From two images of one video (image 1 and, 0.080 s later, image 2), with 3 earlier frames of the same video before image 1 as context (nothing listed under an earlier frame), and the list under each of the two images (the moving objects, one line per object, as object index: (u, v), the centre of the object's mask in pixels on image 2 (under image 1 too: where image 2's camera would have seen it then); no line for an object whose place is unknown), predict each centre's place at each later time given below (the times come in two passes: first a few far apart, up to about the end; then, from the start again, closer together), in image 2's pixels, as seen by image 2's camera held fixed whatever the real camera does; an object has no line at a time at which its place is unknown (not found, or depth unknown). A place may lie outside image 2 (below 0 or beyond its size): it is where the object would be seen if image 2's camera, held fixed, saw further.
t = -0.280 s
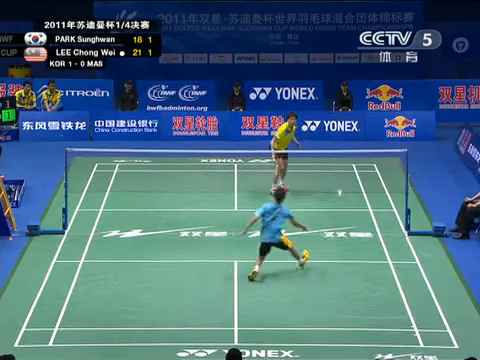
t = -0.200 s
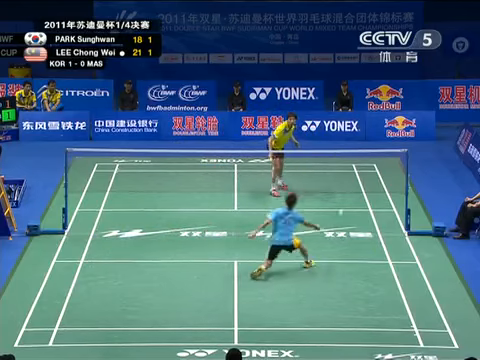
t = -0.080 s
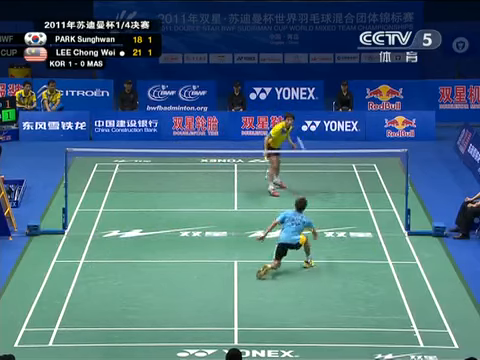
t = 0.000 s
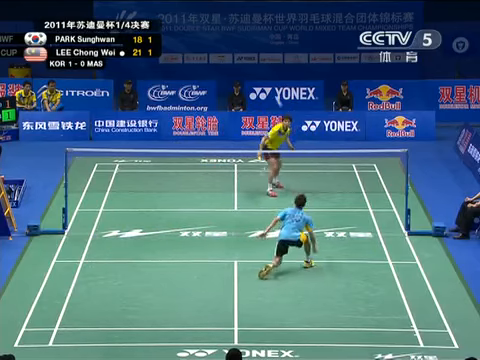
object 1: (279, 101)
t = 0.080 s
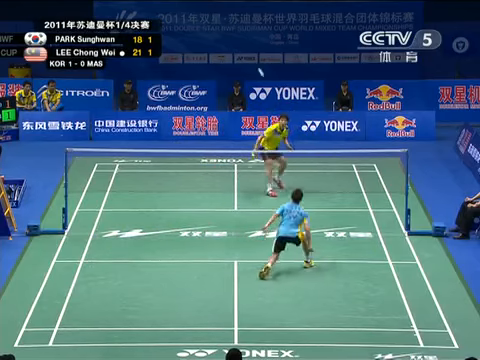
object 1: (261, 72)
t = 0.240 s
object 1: (235, 38)
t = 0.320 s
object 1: (225, 29)
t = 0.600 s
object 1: (198, 26)
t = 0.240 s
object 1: (235, 38)
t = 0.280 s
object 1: (230, 33)
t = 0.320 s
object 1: (225, 29)
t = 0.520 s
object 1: (205, 23)
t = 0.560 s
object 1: (202, 24)
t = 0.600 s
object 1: (198, 26)
